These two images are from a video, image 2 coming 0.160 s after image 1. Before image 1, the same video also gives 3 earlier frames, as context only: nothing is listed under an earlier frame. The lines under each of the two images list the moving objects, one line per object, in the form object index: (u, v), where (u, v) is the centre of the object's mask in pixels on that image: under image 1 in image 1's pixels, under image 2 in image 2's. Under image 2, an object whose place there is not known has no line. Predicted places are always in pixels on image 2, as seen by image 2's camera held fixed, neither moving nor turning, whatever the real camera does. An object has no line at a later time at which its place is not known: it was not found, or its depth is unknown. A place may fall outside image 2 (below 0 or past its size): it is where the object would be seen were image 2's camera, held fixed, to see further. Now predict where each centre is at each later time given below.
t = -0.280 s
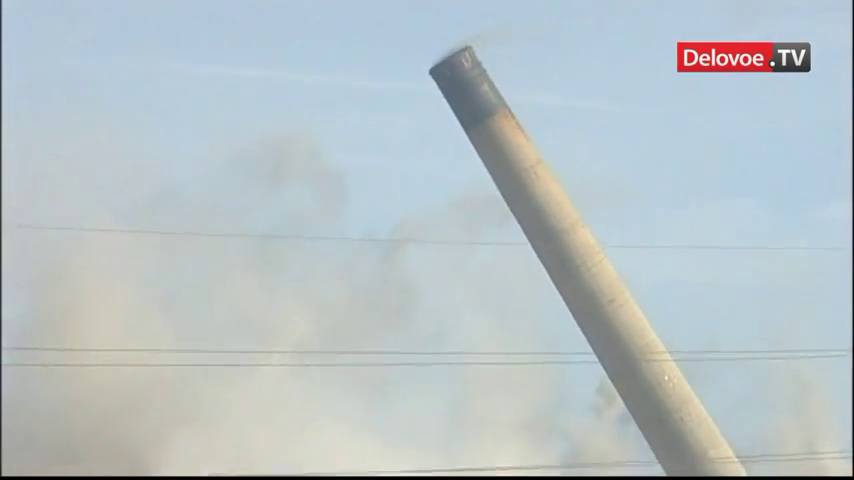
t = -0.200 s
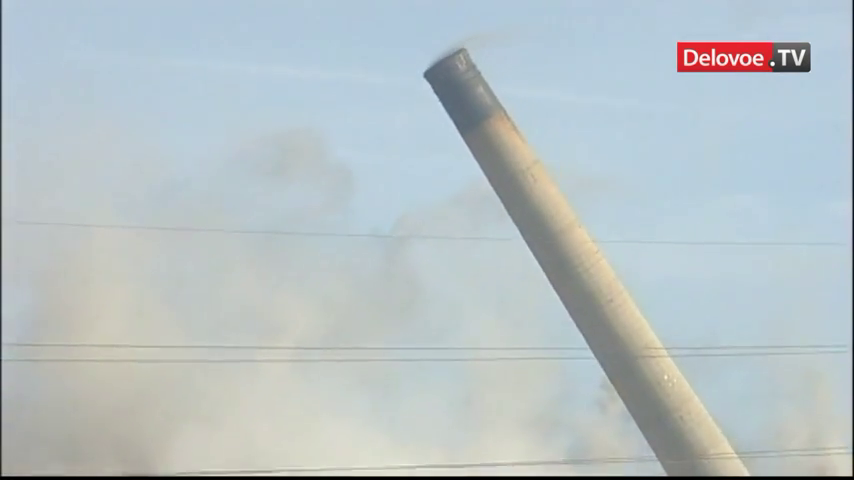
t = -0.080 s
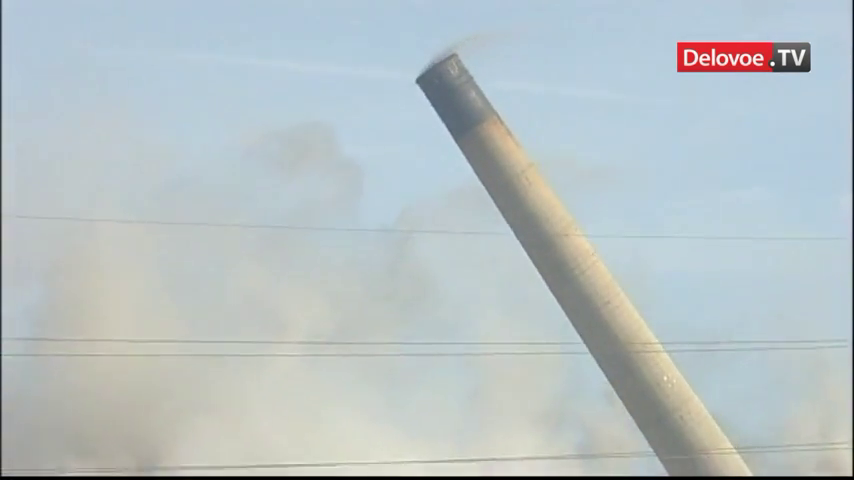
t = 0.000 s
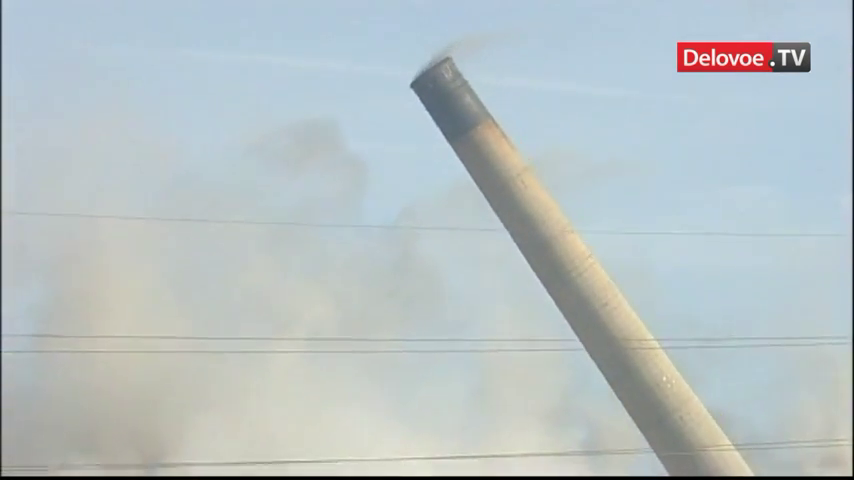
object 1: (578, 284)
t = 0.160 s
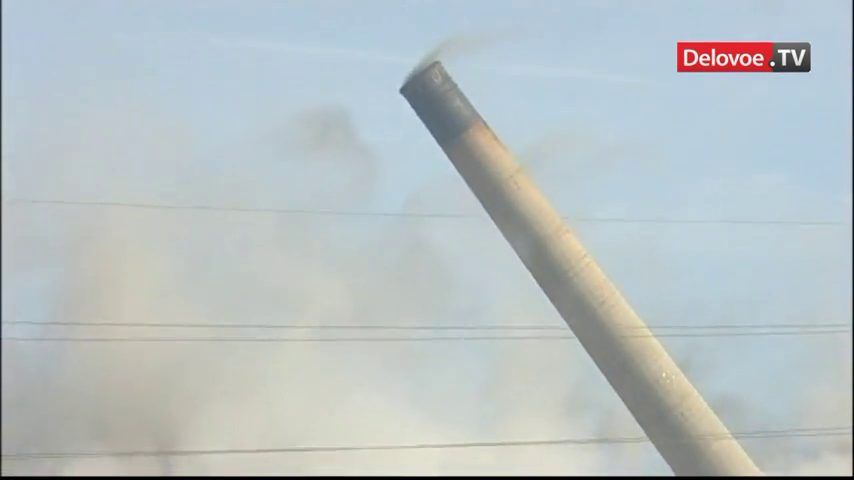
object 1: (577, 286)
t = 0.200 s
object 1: (578, 293)
